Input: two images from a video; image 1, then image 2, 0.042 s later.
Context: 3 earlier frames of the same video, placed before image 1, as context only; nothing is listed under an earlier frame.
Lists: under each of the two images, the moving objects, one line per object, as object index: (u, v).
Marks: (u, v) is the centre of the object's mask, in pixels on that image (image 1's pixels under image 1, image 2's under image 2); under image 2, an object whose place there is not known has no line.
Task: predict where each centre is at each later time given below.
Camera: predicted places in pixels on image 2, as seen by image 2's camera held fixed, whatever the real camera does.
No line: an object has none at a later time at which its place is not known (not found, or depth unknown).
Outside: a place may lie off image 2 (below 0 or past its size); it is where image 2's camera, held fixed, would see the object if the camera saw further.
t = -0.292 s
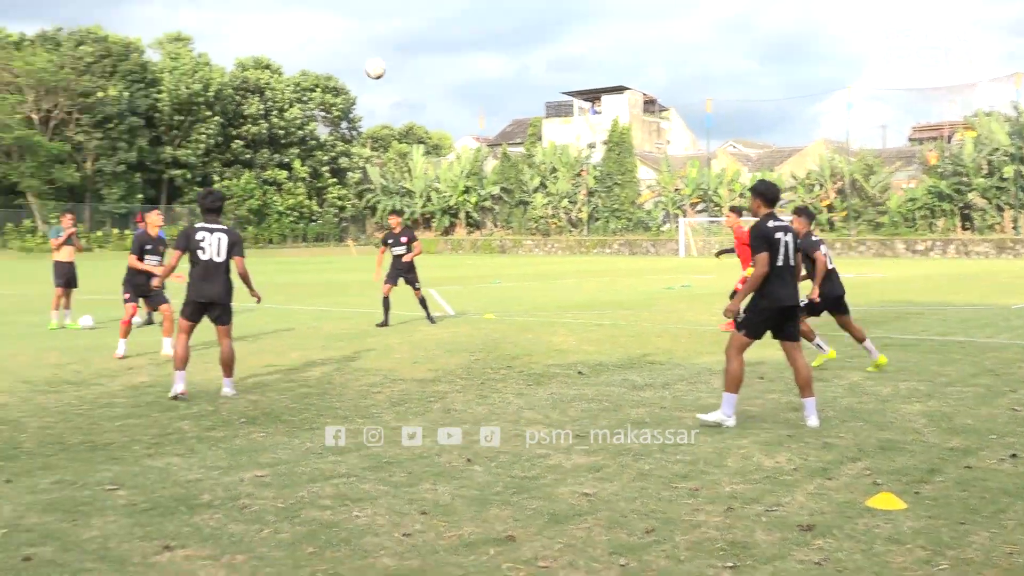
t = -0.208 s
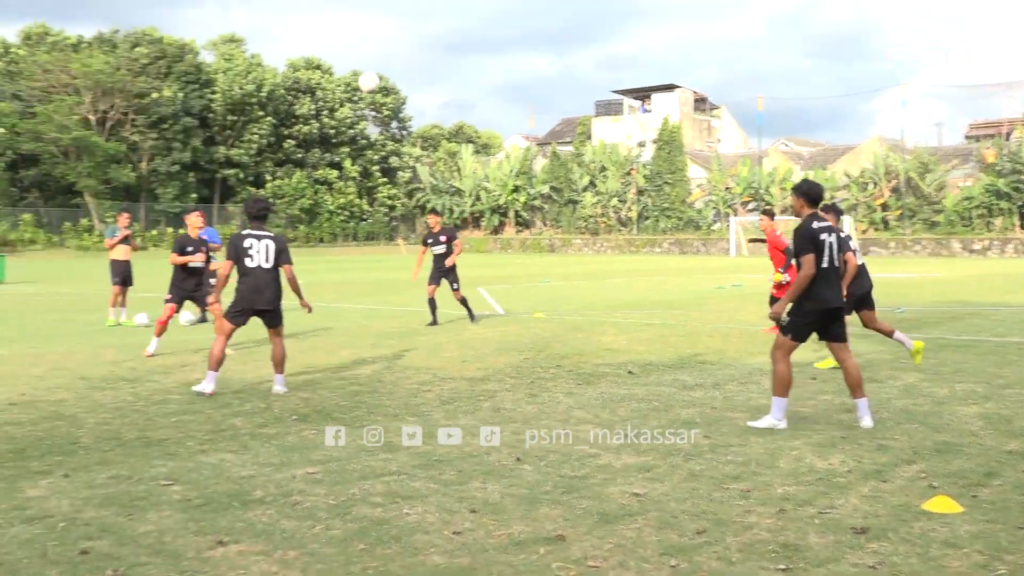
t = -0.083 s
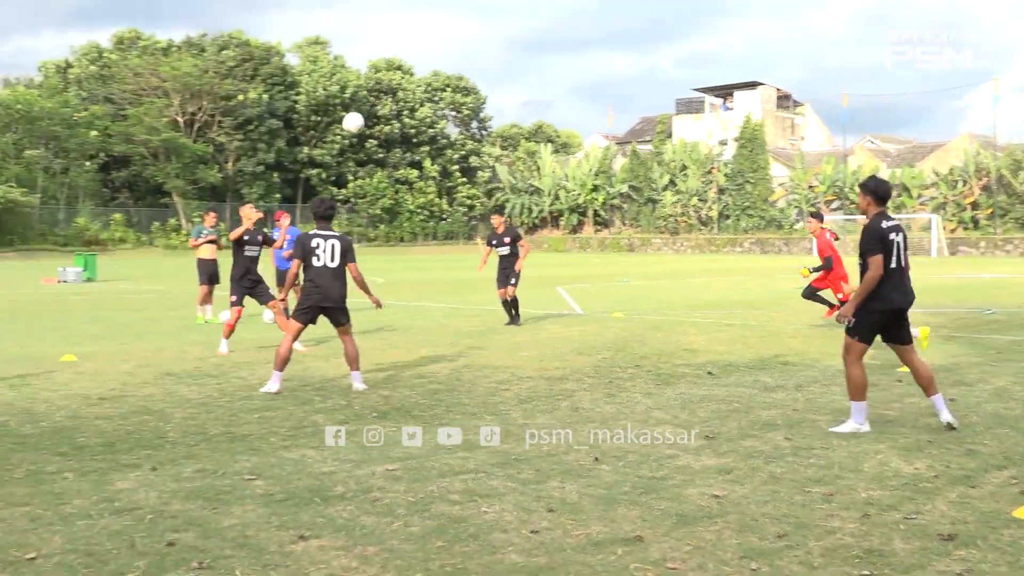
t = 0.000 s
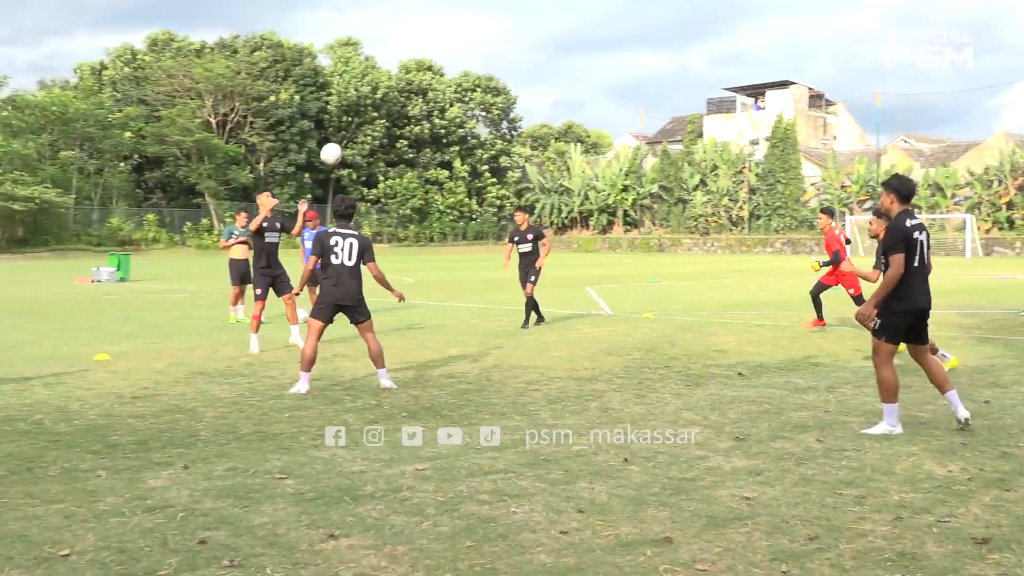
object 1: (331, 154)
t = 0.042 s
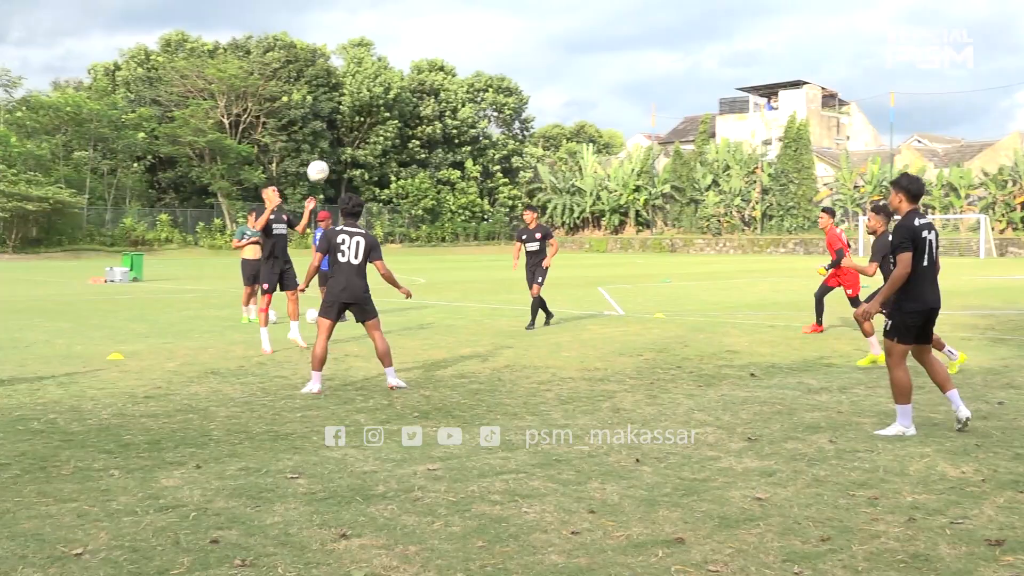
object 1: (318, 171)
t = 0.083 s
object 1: (292, 189)
